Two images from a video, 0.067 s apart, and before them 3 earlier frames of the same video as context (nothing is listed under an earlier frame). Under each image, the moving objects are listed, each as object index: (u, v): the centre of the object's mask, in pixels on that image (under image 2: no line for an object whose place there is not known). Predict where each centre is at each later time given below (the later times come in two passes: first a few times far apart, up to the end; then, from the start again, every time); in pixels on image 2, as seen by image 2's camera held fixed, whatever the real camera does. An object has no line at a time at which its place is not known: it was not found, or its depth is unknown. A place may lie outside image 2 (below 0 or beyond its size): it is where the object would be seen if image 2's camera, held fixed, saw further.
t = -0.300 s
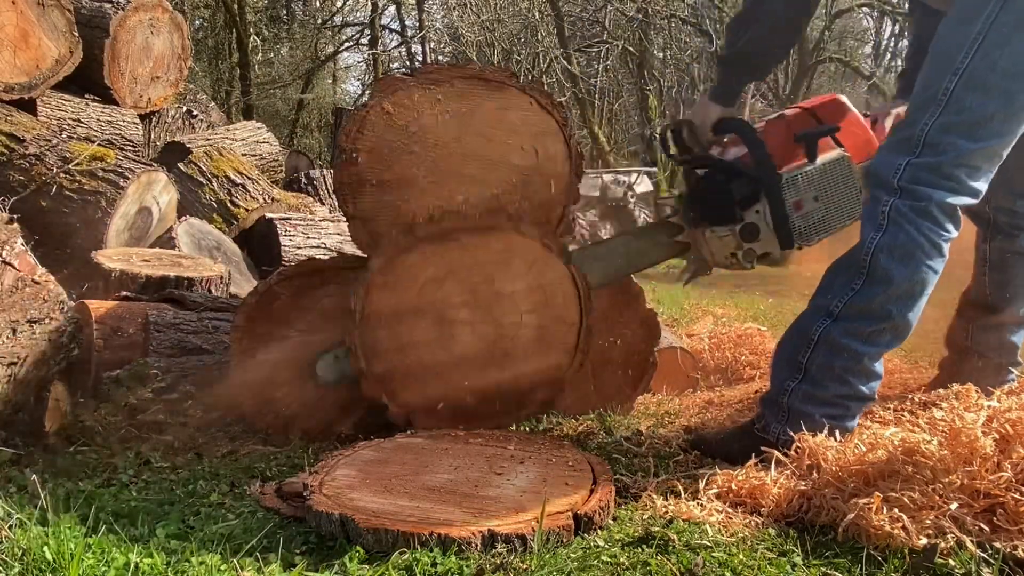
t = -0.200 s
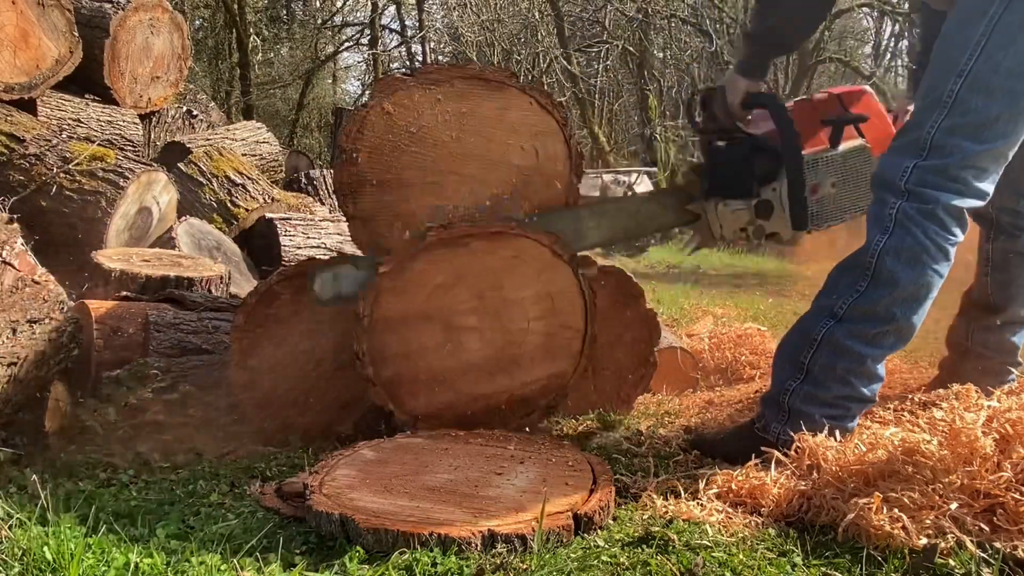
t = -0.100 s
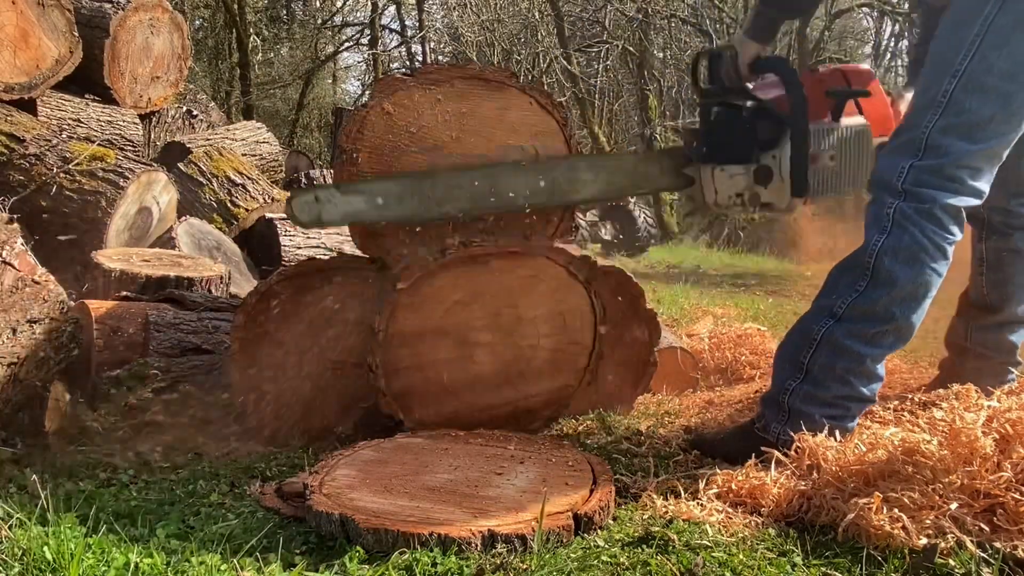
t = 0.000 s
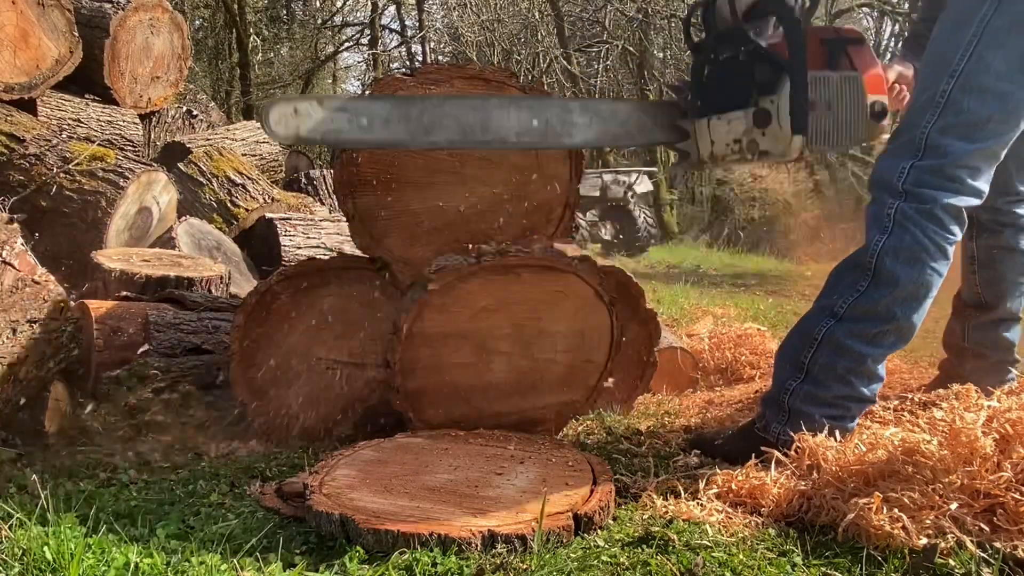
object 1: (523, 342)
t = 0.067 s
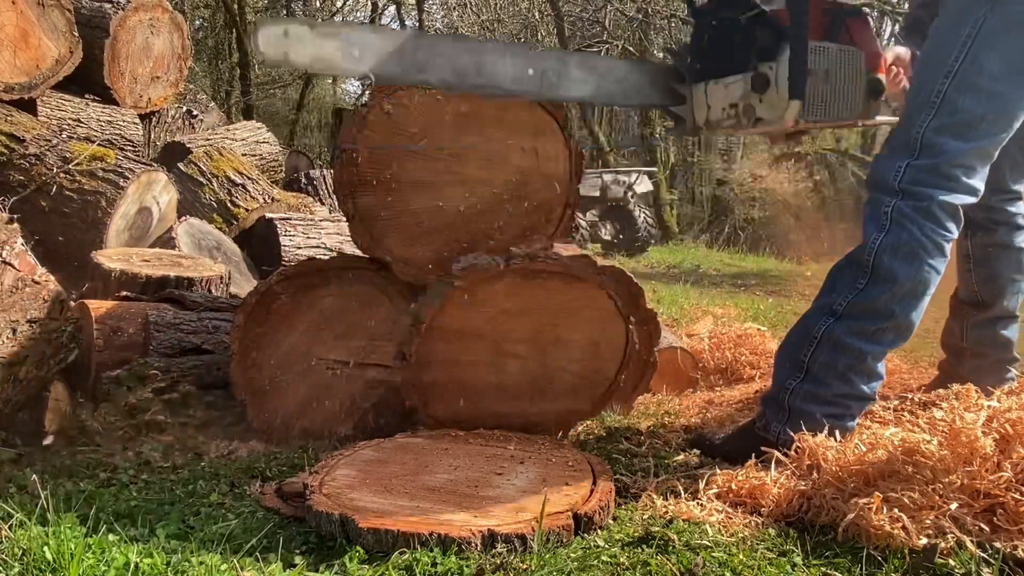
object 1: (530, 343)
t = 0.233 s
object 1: (563, 358)
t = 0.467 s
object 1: (600, 430)
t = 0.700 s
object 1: (604, 433)
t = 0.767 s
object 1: (603, 440)
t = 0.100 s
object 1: (534, 345)
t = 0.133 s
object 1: (539, 347)
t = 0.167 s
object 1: (546, 349)
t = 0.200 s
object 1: (555, 353)
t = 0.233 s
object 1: (563, 358)
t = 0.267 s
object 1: (574, 366)
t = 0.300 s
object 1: (582, 376)
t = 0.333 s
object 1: (592, 389)
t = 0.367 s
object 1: (602, 408)
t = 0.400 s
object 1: (605, 432)
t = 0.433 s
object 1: (600, 432)
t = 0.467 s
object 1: (600, 430)
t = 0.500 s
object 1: (601, 430)
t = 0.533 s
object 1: (599, 433)
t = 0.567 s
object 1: (598, 436)
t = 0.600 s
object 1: (595, 431)
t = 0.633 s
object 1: (604, 434)
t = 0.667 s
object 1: (603, 432)
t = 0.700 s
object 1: (604, 433)
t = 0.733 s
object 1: (603, 437)
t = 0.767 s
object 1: (603, 440)
